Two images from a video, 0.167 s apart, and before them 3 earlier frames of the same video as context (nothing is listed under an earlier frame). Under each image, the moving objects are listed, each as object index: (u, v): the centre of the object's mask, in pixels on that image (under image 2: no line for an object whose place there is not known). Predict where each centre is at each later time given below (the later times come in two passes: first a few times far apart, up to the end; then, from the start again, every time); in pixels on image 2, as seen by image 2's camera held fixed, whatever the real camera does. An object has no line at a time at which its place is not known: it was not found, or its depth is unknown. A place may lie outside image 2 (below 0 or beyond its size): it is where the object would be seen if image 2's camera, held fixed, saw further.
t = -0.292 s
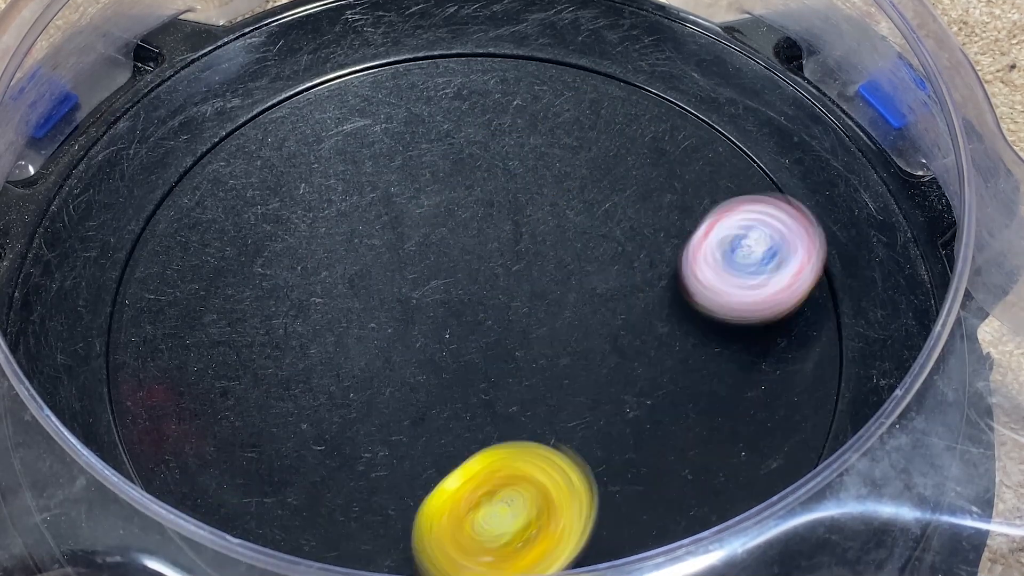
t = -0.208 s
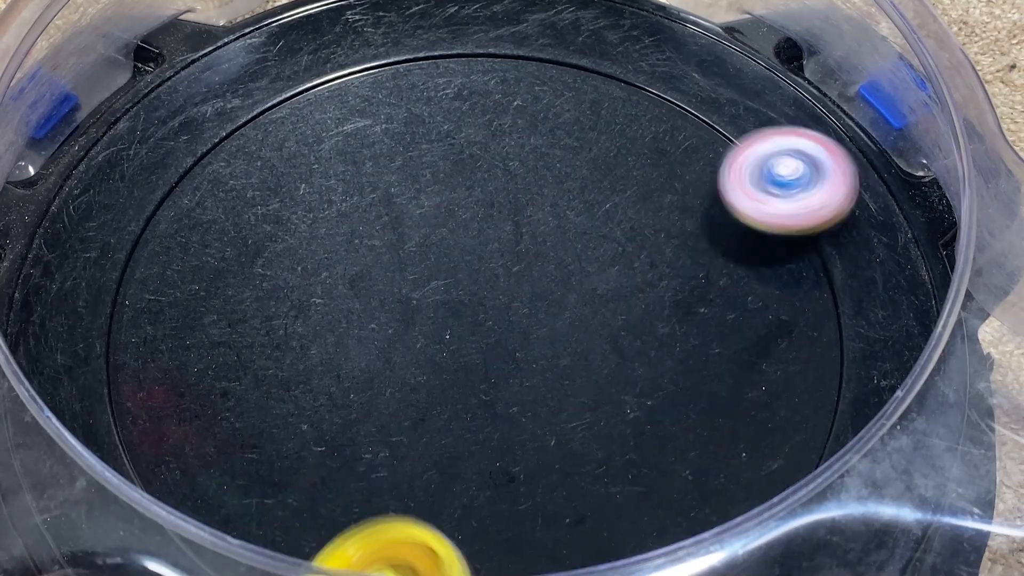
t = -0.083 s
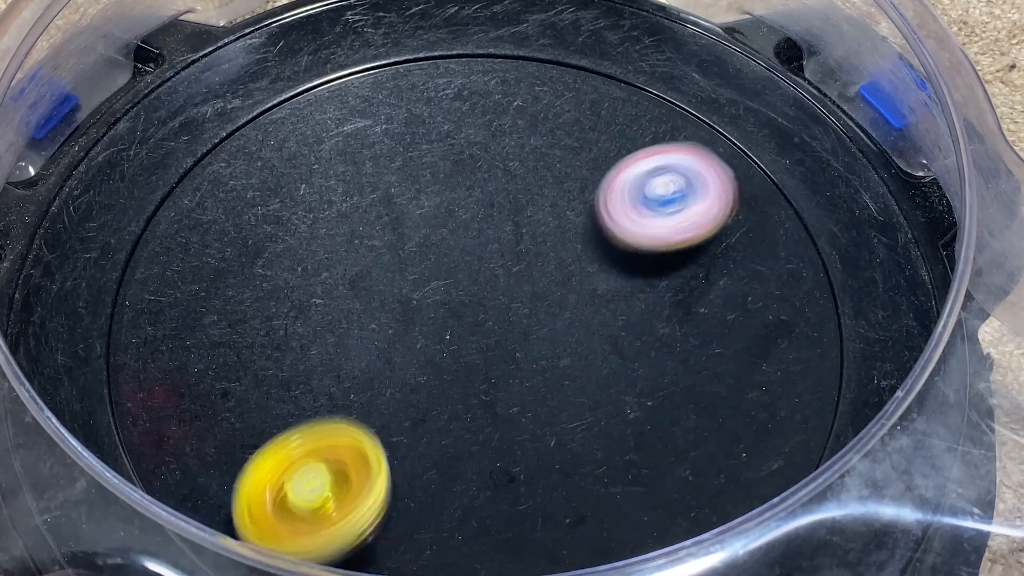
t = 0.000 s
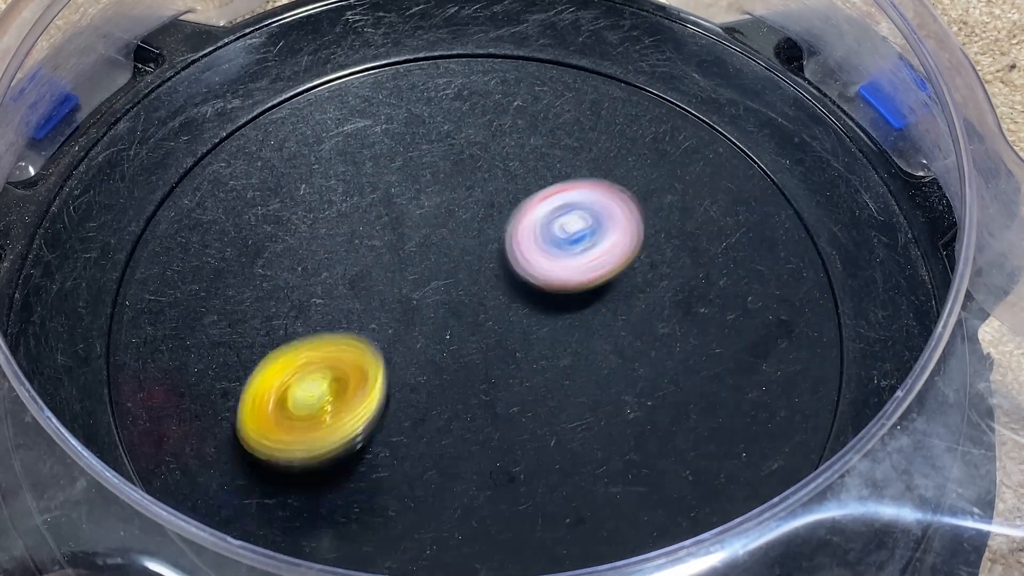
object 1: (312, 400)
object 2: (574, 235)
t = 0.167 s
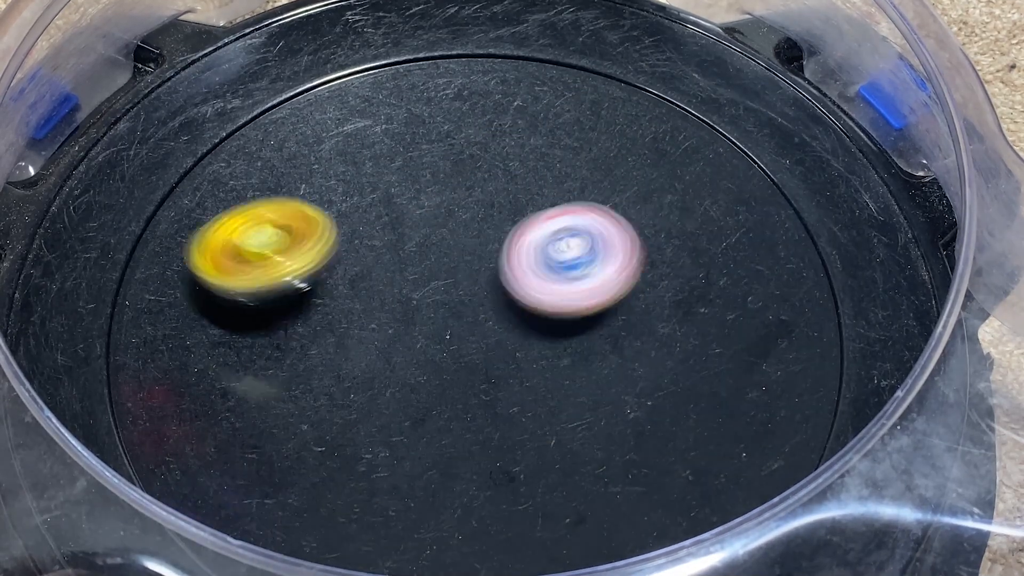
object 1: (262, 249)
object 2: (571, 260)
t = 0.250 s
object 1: (200, 215)
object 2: (668, 241)
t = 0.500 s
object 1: (370, 328)
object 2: (674, 391)
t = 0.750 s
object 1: (420, 374)
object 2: (475, 502)
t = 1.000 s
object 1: (306, 95)
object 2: (460, 481)
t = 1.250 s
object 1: (291, 189)
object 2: (487, 256)
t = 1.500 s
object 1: (349, 440)
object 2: (662, 254)
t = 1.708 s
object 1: (373, 488)
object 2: (675, 449)
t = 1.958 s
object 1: (128, 355)
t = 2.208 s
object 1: (306, 234)
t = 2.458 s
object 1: (544, 372)
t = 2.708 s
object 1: (602, 449)
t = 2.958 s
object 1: (504, 231)
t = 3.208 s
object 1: (425, 137)
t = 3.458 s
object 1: (402, 122)
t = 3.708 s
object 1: (424, 152)
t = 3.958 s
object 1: (487, 197)
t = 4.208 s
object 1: (545, 248)
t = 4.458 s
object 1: (589, 307)
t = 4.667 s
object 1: (607, 358)
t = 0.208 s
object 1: (224, 228)
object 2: (623, 247)
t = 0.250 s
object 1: (200, 215)
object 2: (668, 241)
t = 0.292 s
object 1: (206, 218)
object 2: (707, 244)
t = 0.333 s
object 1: (225, 231)
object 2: (733, 257)
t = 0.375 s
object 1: (253, 250)
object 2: (746, 282)
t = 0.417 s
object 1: (287, 273)
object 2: (743, 316)
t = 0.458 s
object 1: (327, 300)
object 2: (718, 356)
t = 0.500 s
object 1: (370, 328)
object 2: (674, 391)
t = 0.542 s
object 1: (413, 355)
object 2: (610, 418)
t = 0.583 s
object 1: (437, 372)
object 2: (564, 438)
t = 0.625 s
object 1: (432, 374)
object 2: (554, 475)
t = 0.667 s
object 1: (430, 376)
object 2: (535, 496)
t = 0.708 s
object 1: (427, 379)
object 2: (506, 502)
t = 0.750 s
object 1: (420, 374)
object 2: (475, 502)
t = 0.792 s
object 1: (394, 314)
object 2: (482, 542)
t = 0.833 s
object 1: (372, 254)
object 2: (482, 556)
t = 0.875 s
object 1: (352, 202)
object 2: (480, 549)
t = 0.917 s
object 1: (333, 156)
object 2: (476, 537)
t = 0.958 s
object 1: (318, 121)
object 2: (470, 518)
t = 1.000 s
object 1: (306, 95)
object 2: (460, 481)
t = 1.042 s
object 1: (300, 85)
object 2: (449, 436)
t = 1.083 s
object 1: (294, 85)
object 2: (443, 392)
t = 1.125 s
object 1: (289, 93)
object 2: (443, 350)
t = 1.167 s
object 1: (287, 115)
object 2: (452, 313)
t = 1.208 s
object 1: (287, 148)
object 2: (467, 282)
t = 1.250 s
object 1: (291, 189)
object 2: (487, 256)
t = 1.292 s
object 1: (296, 239)
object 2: (513, 237)
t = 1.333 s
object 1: (304, 293)
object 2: (542, 226)
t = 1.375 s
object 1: (315, 345)
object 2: (573, 222)
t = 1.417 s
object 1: (328, 387)
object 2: (604, 225)
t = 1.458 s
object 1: (340, 419)
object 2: (634, 236)
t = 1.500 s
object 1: (349, 440)
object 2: (662, 254)
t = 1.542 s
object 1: (354, 455)
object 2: (686, 281)
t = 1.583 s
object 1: (357, 466)
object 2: (703, 314)
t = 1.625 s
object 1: (361, 473)
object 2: (709, 355)
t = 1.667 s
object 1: (366, 481)
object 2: (702, 401)
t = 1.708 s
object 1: (373, 488)
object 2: (675, 449)
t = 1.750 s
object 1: (381, 492)
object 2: (625, 490)
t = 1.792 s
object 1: (390, 494)
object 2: (557, 514)
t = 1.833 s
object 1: (311, 470)
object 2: (612, 523)
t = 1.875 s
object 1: (226, 432)
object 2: (691, 506)
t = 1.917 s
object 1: (165, 393)
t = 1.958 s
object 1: (128, 355)
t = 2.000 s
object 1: (120, 324)
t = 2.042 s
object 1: (141, 298)
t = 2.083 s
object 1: (172, 275)
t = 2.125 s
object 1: (211, 258)
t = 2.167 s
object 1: (257, 242)
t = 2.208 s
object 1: (306, 234)
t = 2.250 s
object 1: (357, 226)
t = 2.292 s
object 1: (408, 221)
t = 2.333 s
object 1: (453, 232)
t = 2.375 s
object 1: (484, 275)
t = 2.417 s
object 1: (515, 321)
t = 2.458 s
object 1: (544, 372)
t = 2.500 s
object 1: (569, 409)
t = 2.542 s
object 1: (591, 439)
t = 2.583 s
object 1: (604, 459)
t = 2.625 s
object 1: (611, 469)
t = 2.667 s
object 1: (610, 465)
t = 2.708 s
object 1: (602, 449)
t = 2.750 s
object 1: (590, 420)
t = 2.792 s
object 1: (576, 380)
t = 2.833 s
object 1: (558, 339)
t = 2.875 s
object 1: (540, 299)
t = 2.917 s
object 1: (522, 263)
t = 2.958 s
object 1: (504, 231)
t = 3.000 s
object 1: (486, 204)
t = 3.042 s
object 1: (470, 182)
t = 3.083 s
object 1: (456, 166)
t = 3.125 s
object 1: (443, 153)
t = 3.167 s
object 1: (433, 144)
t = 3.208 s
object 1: (425, 137)
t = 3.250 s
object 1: (418, 133)
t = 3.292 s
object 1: (413, 129)
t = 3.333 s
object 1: (409, 126)
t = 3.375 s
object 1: (406, 124)
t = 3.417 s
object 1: (403, 122)
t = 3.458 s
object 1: (402, 122)
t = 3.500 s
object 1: (402, 124)
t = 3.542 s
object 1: (404, 127)
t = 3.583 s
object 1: (407, 131)
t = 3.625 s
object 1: (411, 137)
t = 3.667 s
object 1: (417, 144)
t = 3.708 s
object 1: (424, 152)
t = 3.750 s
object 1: (433, 161)
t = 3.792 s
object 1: (442, 169)
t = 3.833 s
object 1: (452, 177)
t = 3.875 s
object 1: (463, 183)
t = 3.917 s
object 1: (475, 190)
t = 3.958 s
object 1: (487, 197)
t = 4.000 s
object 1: (496, 205)
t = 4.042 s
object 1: (506, 213)
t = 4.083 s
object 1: (517, 221)
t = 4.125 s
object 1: (526, 230)
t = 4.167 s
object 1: (536, 239)
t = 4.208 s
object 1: (545, 248)
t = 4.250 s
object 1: (554, 257)
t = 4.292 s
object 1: (562, 266)
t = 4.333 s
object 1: (570, 278)
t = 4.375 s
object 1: (576, 288)
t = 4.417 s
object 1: (583, 298)
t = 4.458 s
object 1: (589, 307)
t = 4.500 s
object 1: (594, 318)
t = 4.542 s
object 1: (599, 328)
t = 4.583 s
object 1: (602, 339)
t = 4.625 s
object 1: (605, 349)
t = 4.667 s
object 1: (607, 358)
